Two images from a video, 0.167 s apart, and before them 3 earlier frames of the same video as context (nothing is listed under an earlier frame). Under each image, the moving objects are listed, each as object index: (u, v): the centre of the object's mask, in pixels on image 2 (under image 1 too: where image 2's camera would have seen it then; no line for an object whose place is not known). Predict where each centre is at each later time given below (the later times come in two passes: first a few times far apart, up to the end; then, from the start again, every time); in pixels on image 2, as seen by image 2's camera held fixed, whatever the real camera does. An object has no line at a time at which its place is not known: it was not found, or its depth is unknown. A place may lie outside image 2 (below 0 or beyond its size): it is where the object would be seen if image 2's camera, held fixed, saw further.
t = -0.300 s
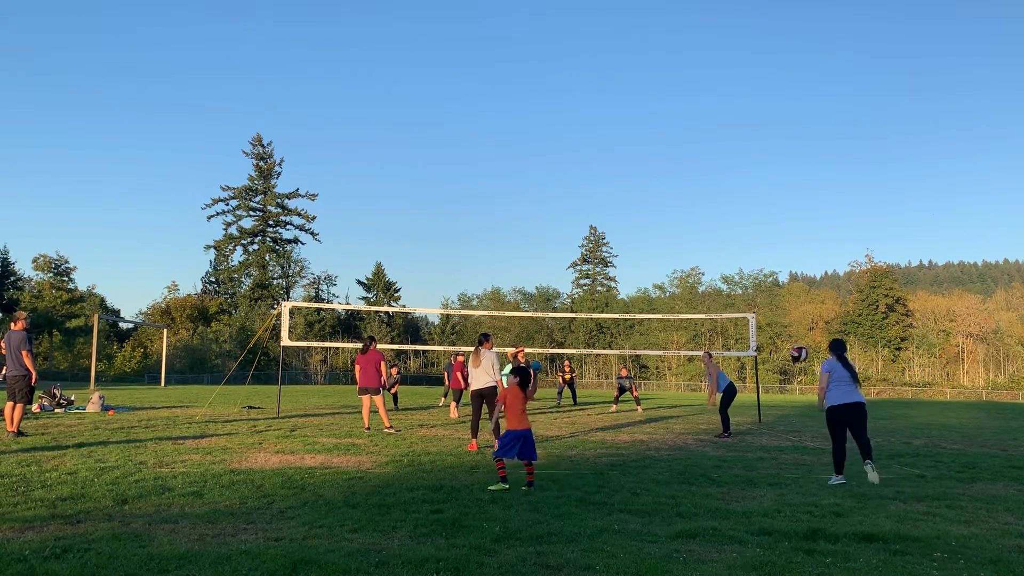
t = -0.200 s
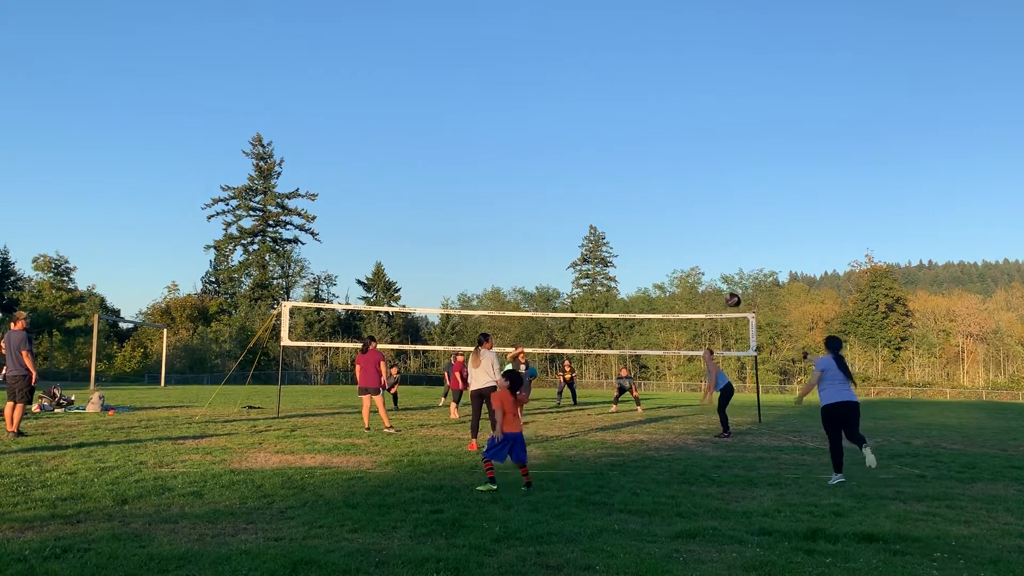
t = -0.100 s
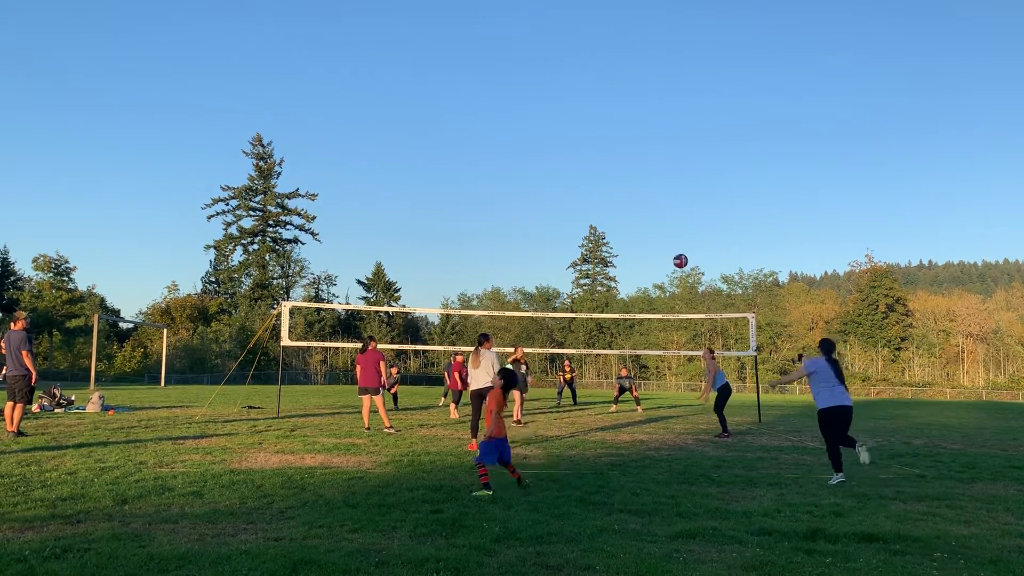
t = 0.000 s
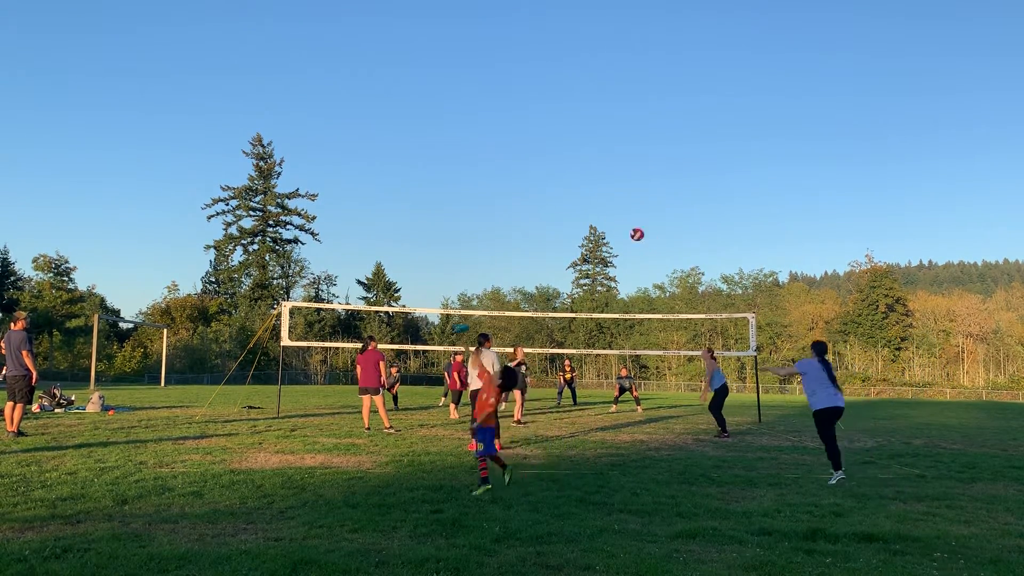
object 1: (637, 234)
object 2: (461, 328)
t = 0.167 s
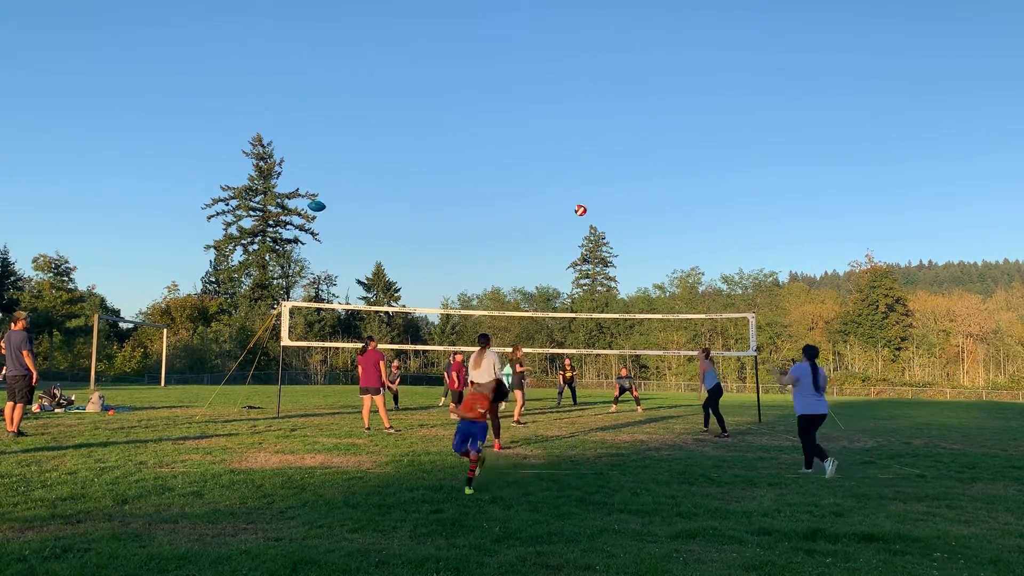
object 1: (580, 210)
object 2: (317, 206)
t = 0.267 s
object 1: (554, 206)
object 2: (221, 145)
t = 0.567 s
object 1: (494, 226)
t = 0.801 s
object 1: (462, 265)
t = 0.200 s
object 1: (571, 207)
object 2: (286, 185)
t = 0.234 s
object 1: (562, 206)
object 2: (254, 164)
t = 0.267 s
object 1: (554, 206)
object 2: (221, 145)
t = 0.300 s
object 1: (545, 206)
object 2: (188, 128)
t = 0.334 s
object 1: (537, 207)
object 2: (155, 111)
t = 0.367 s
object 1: (531, 208)
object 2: (121, 95)
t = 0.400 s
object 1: (524, 210)
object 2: (86, 80)
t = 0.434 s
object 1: (517, 212)
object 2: (50, 67)
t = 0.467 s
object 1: (511, 215)
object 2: (14, 54)
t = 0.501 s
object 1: (505, 218)
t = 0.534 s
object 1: (500, 222)
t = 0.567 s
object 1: (494, 226)
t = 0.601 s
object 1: (489, 230)
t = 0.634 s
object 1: (484, 235)
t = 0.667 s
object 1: (479, 240)
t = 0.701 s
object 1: (474, 246)
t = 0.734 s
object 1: (470, 252)
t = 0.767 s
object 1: (466, 258)
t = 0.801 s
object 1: (462, 265)
